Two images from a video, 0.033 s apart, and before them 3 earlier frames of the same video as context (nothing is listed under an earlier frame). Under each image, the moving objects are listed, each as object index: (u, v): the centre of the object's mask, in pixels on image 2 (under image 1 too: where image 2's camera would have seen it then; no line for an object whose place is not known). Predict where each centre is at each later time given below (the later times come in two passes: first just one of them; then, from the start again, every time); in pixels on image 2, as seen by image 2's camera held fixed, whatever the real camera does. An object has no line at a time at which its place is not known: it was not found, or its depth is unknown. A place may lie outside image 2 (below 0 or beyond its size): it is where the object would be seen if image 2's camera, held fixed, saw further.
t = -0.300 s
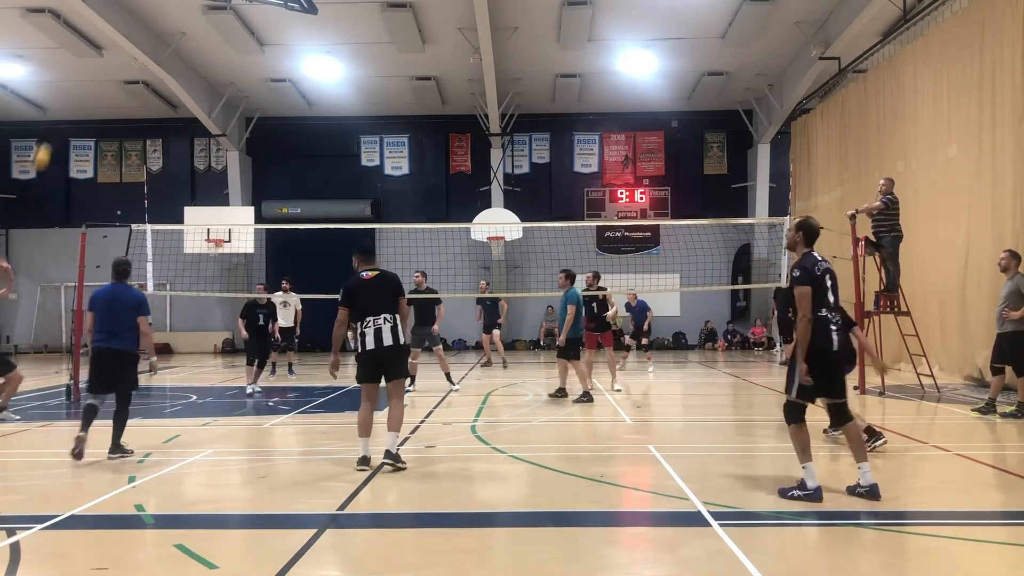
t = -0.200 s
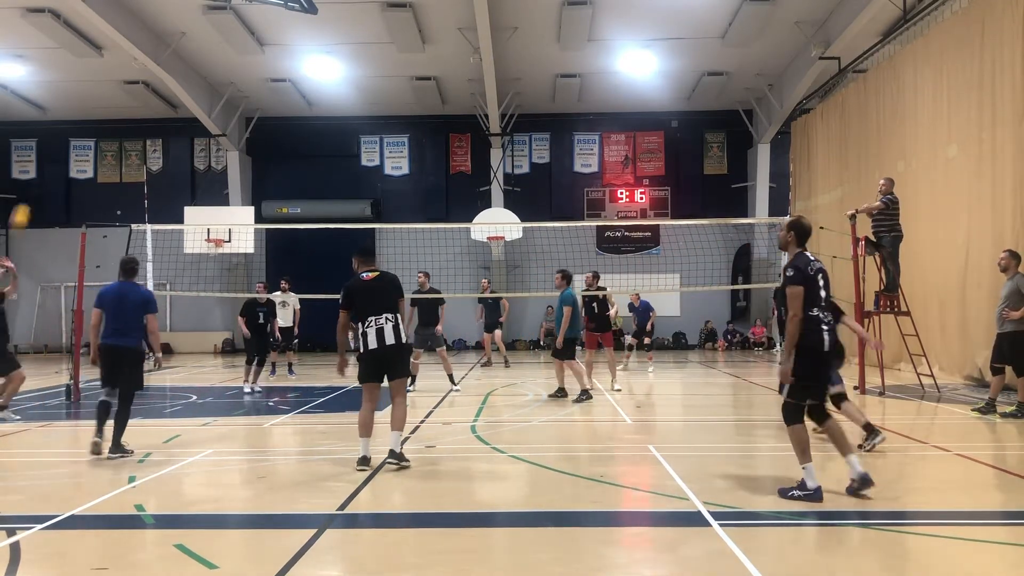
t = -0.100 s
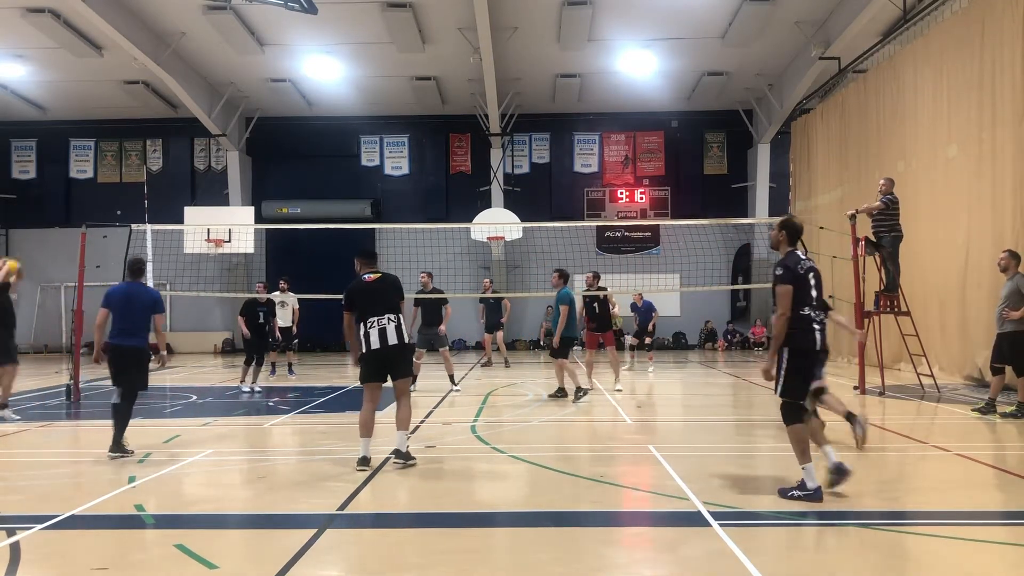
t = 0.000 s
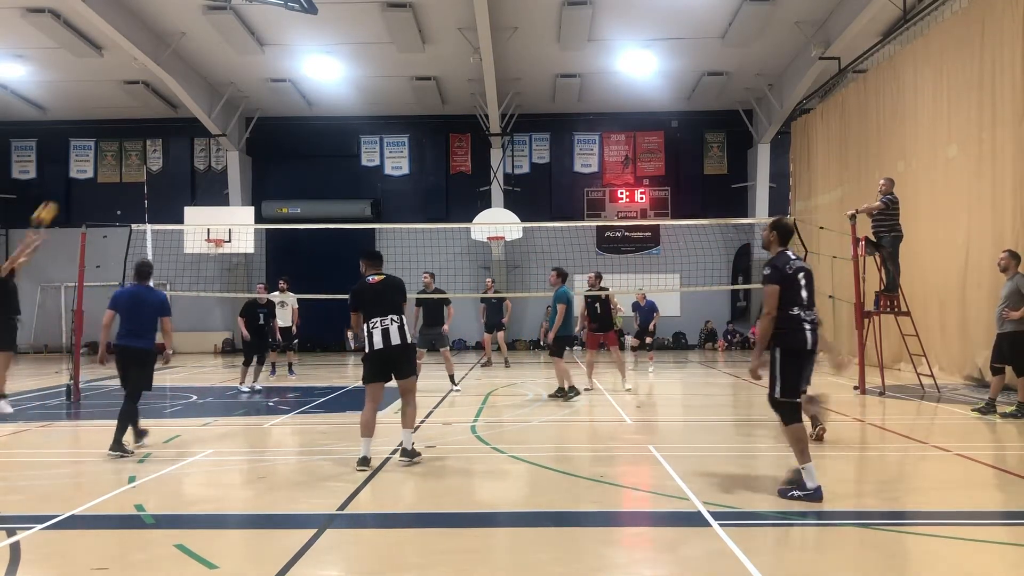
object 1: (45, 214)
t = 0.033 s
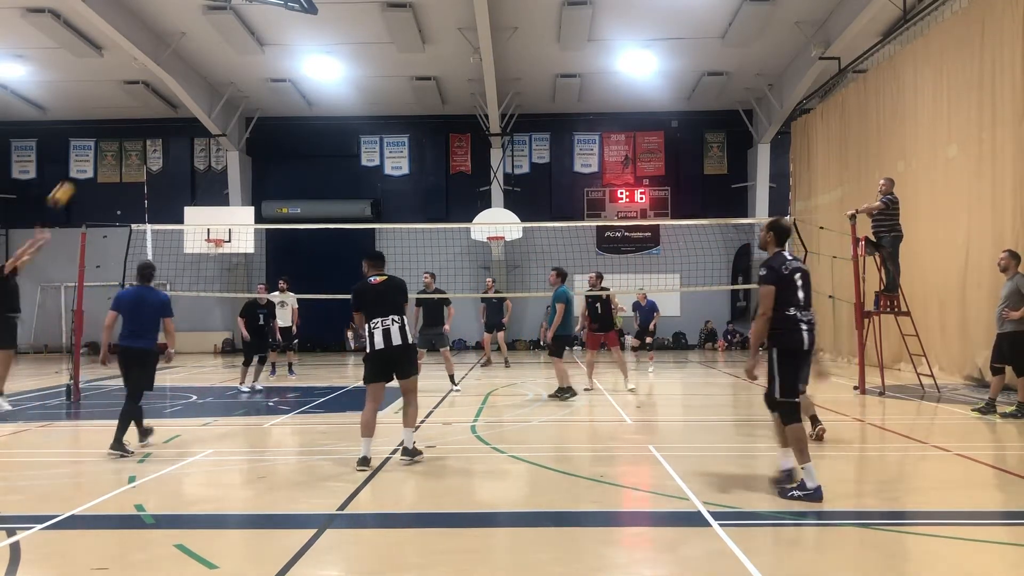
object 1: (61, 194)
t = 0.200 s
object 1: (140, 113)
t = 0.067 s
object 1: (77, 176)
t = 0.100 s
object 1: (95, 157)
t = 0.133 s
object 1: (109, 141)
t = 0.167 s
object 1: (124, 127)
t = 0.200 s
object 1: (140, 113)
